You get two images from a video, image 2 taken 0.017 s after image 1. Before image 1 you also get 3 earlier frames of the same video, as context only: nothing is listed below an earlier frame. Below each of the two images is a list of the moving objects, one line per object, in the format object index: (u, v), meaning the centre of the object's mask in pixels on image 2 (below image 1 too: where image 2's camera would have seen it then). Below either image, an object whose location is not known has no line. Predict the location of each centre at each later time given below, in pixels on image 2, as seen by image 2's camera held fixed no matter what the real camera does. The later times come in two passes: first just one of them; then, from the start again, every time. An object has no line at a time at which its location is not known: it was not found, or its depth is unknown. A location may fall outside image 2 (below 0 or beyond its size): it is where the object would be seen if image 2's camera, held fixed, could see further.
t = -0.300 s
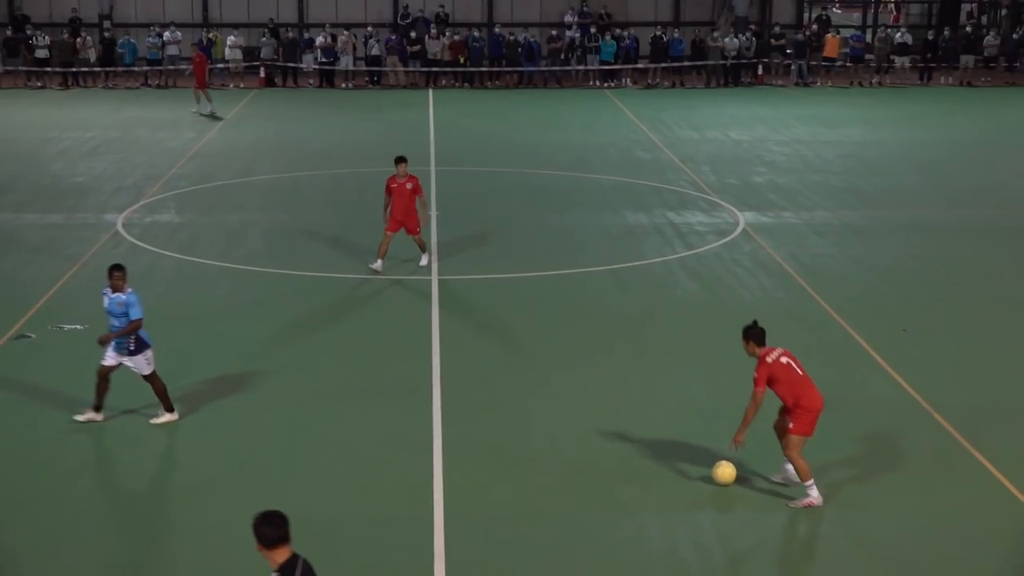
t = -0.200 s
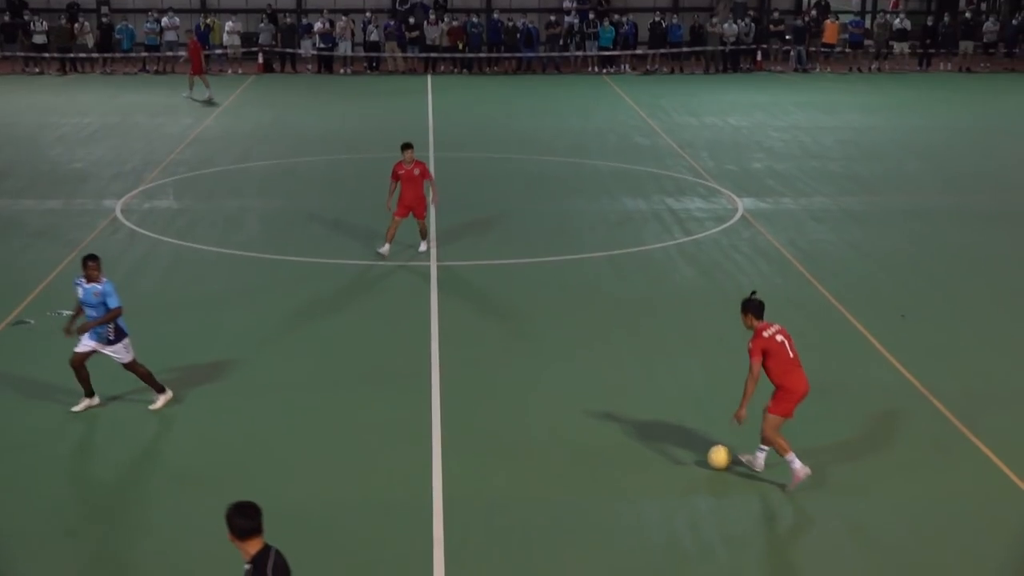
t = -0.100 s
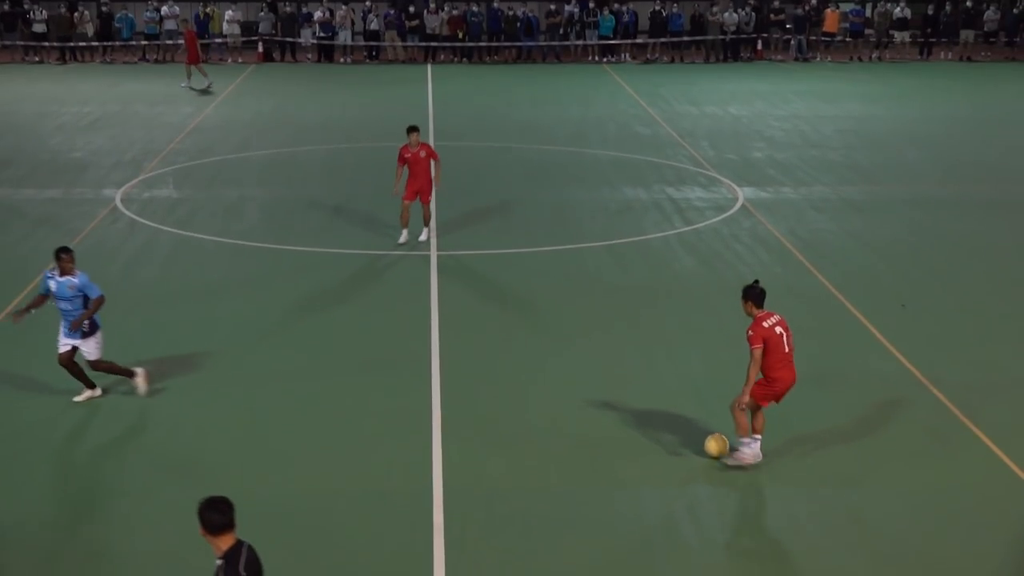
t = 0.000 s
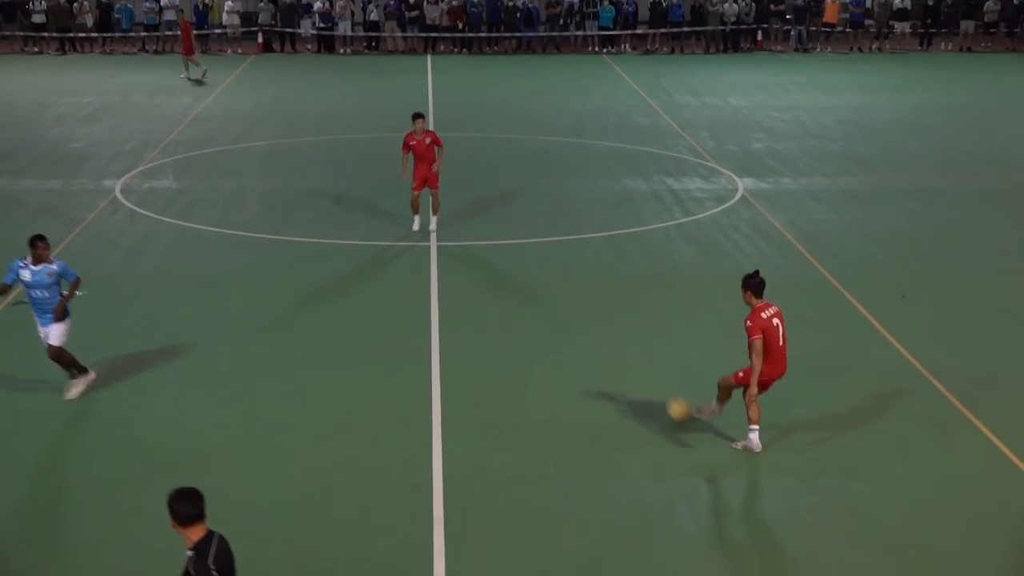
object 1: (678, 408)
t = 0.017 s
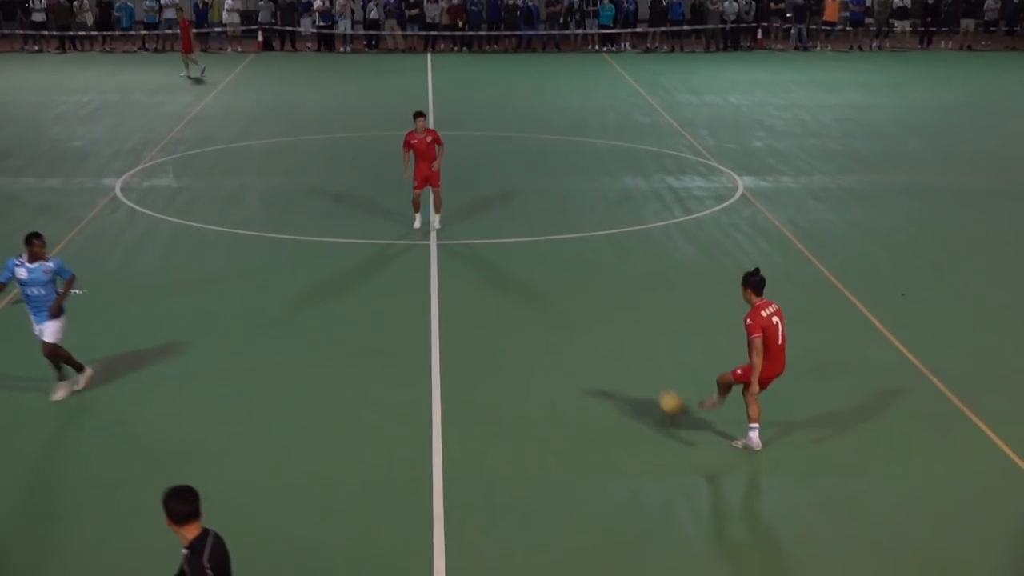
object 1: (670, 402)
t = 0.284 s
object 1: (567, 328)
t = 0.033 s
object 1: (662, 397)
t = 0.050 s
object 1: (654, 391)
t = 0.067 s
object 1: (647, 385)
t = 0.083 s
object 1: (640, 380)
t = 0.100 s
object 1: (633, 375)
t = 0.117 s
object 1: (626, 371)
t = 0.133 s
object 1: (619, 366)
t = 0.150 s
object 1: (612, 362)
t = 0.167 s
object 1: (606, 357)
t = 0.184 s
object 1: (600, 352)
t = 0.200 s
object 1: (594, 348)
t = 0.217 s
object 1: (588, 344)
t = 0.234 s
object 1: (583, 340)
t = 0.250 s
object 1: (578, 336)
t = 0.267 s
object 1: (573, 332)
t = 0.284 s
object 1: (567, 328)
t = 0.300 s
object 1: (562, 324)
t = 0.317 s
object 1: (557, 321)
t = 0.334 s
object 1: (552, 318)
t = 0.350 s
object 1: (547, 315)
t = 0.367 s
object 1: (543, 311)
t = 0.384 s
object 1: (539, 307)
